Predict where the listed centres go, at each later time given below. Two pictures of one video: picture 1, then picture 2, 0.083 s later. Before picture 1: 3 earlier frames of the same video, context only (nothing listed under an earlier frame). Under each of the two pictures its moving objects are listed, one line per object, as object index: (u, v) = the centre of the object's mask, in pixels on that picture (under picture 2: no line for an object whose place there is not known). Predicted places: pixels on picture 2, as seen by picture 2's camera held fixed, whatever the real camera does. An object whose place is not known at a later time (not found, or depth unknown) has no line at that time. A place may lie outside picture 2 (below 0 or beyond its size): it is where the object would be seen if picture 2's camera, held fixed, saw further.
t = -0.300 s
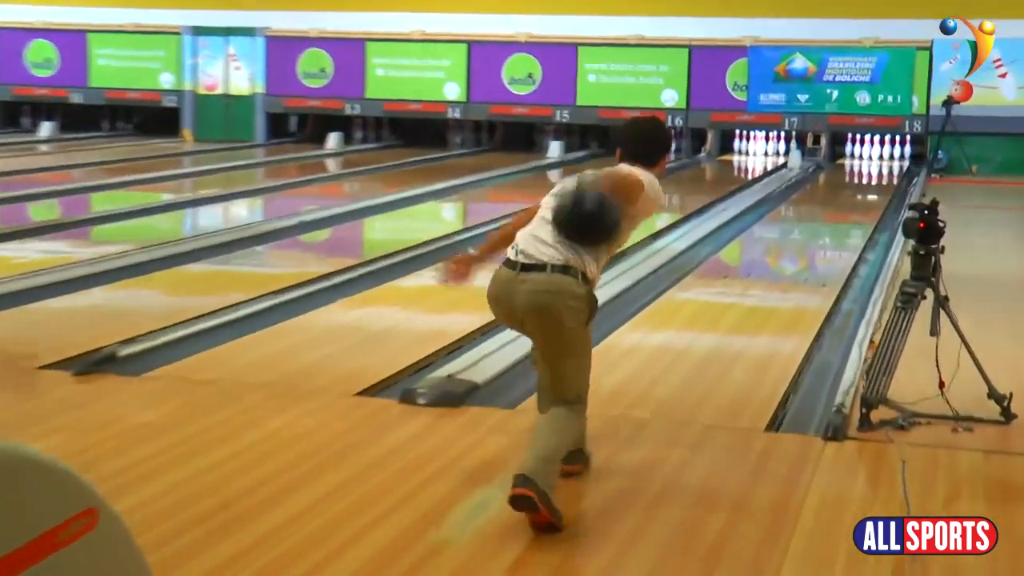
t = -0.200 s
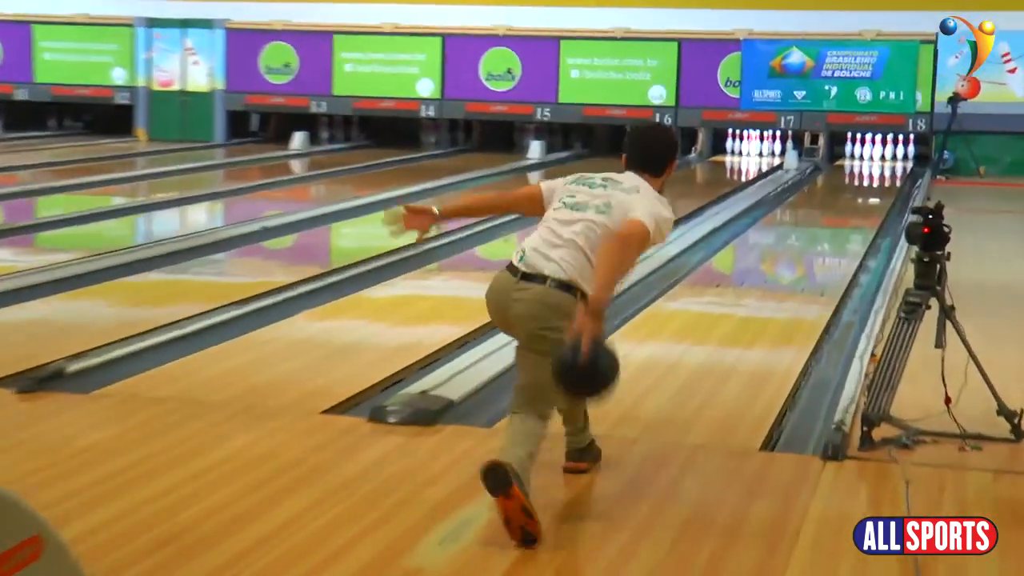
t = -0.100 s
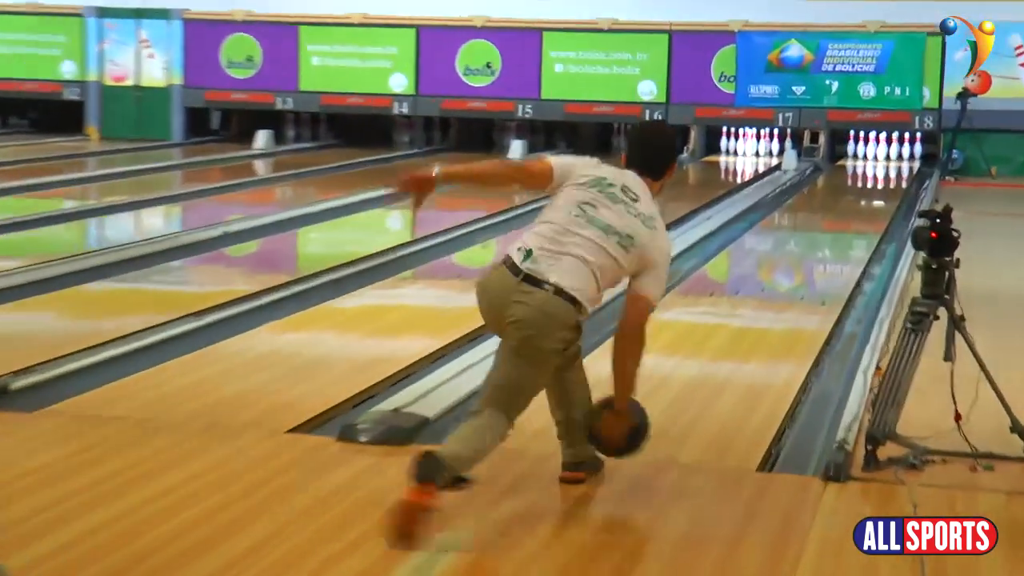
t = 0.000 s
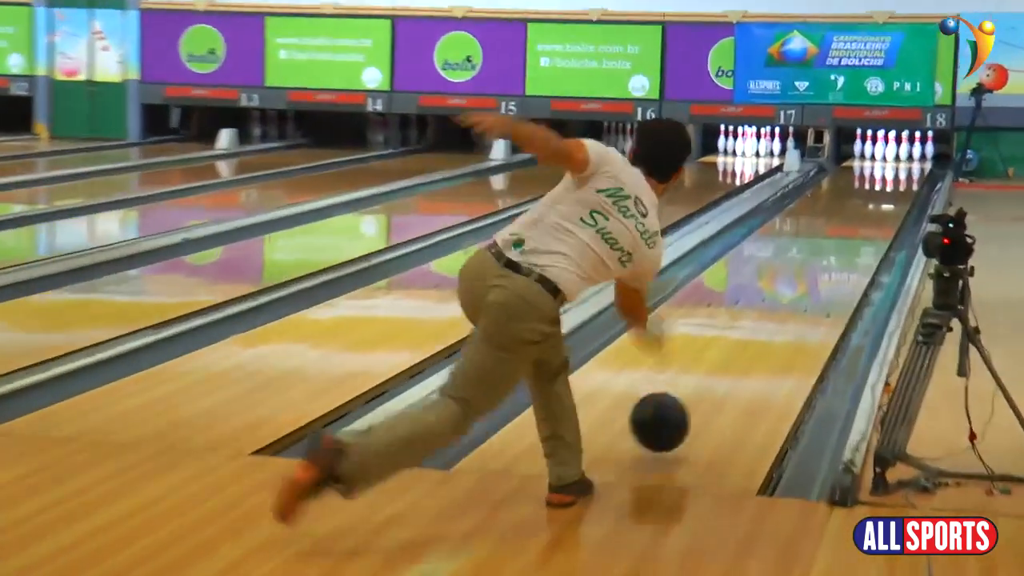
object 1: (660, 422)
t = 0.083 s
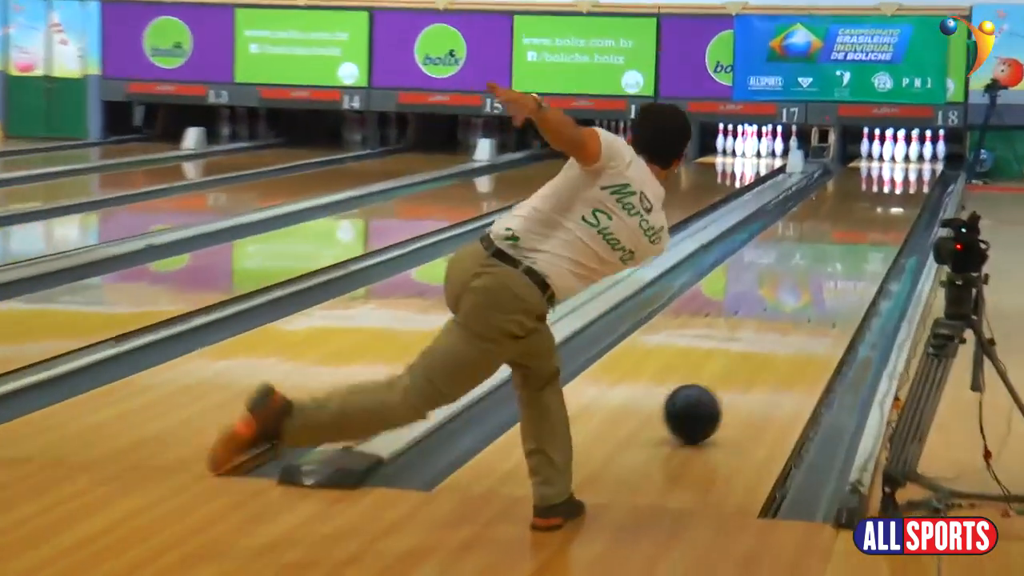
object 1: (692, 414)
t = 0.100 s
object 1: (699, 408)
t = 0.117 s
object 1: (705, 401)
